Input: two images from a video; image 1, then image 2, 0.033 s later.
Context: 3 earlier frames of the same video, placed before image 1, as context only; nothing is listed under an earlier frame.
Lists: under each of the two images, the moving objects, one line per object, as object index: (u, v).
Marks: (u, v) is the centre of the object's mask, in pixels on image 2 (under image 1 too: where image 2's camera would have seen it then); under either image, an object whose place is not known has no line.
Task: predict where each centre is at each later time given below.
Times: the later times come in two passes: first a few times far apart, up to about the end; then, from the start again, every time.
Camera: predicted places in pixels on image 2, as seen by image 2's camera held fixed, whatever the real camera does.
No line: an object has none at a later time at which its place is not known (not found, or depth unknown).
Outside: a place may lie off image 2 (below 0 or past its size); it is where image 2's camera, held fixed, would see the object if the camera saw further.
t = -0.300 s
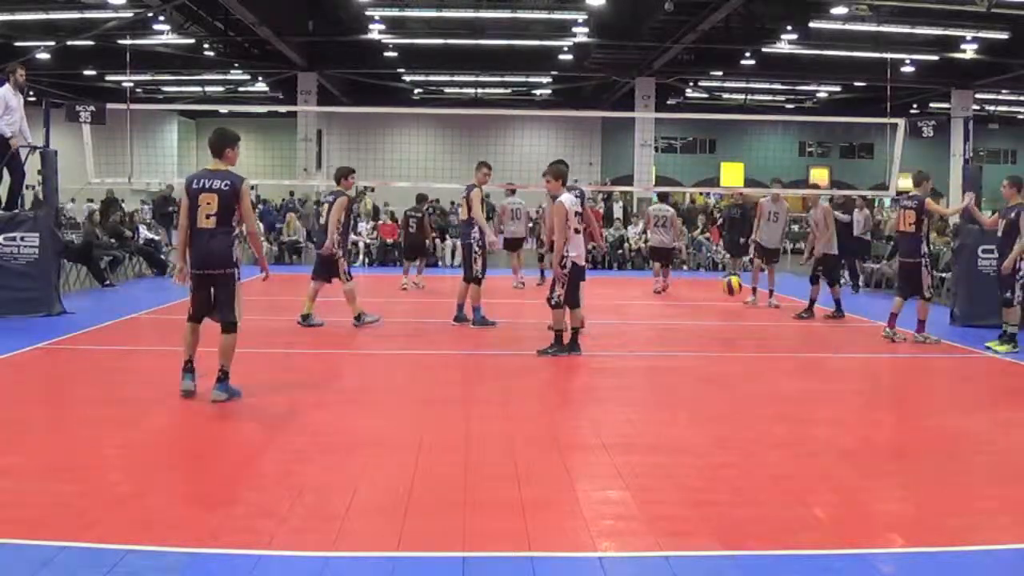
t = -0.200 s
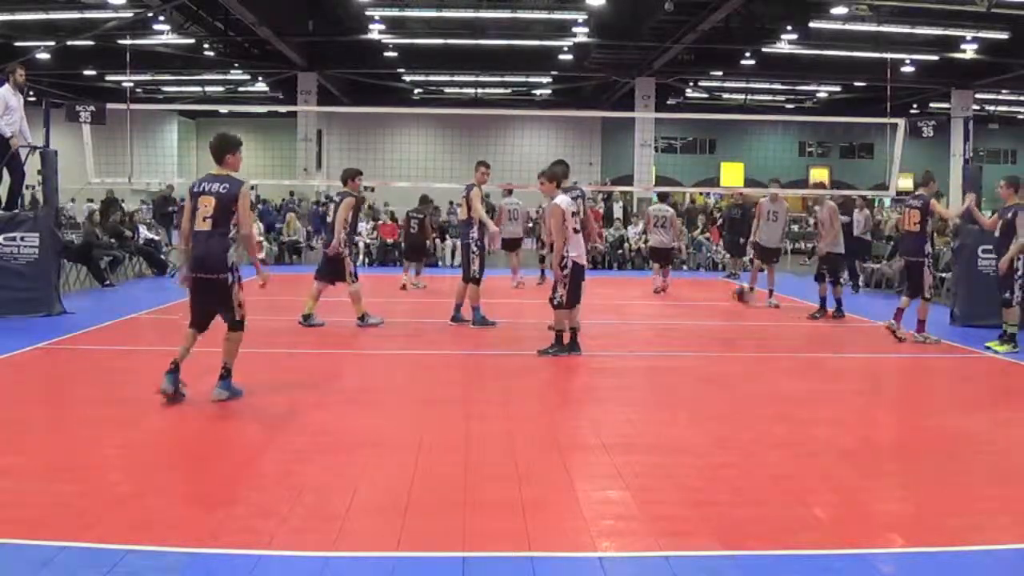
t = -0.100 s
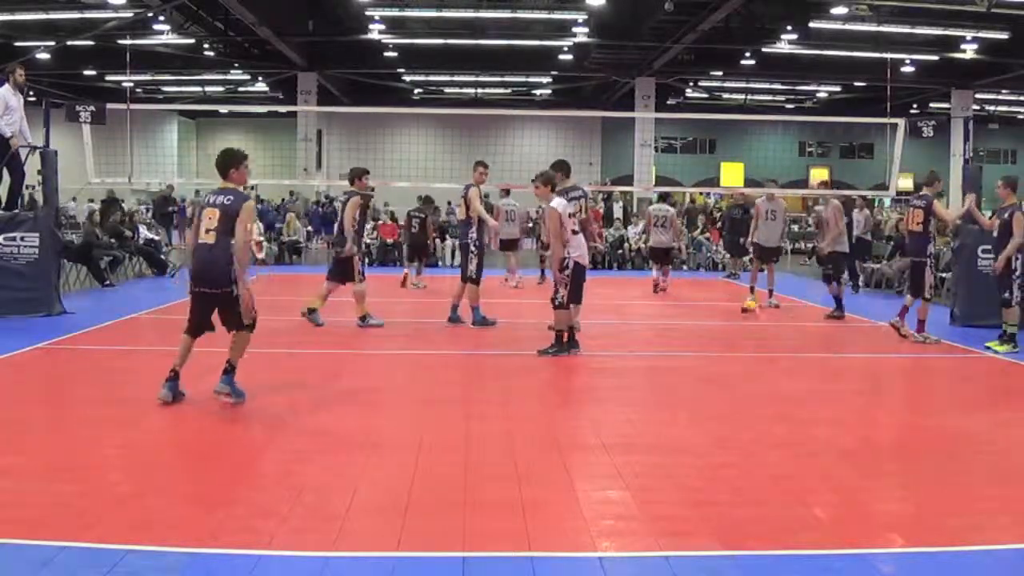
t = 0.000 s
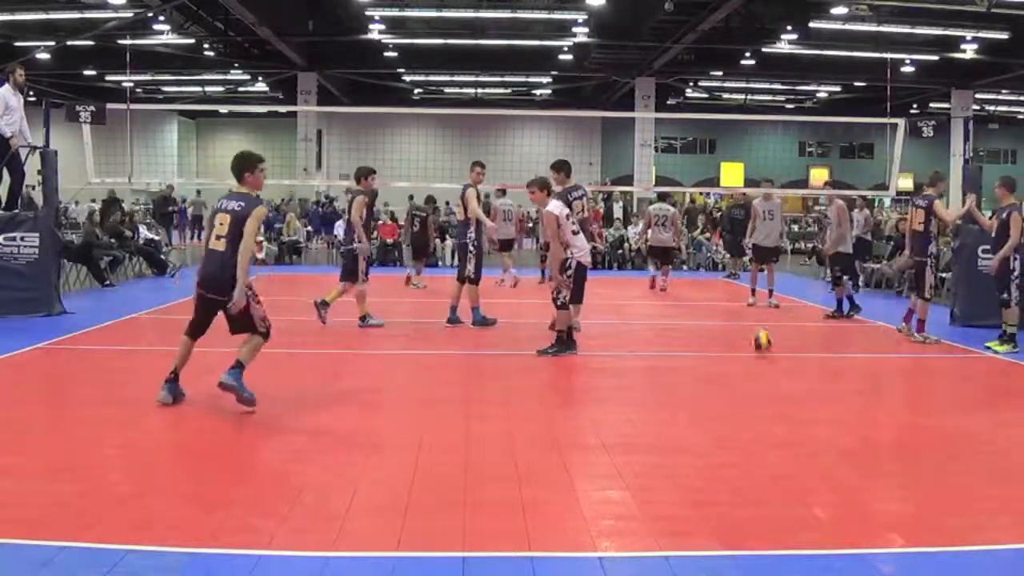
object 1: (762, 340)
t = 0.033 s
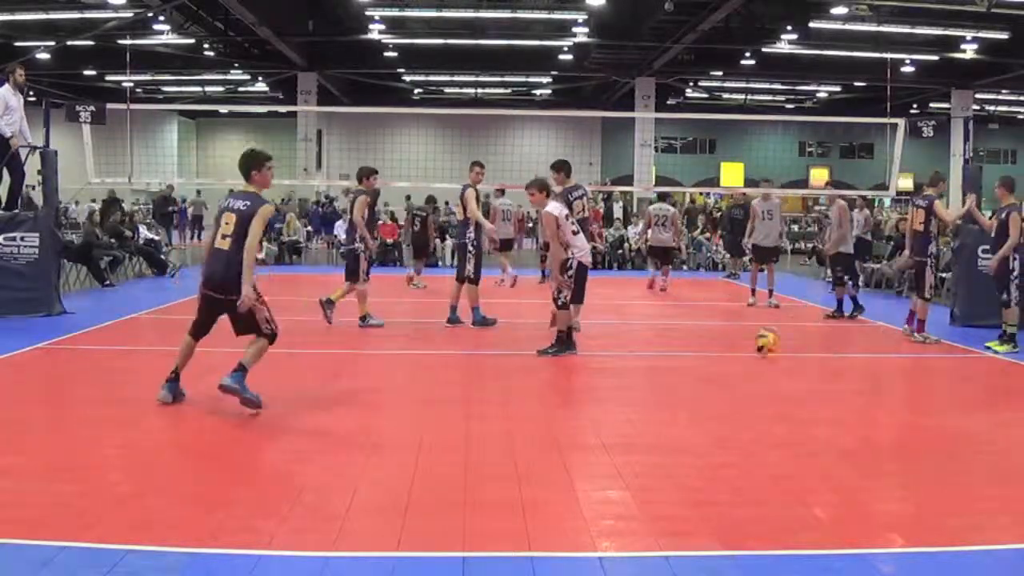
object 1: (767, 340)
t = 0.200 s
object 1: (782, 323)
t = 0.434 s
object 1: (813, 352)
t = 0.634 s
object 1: (844, 361)
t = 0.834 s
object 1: (878, 385)
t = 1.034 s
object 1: (917, 399)
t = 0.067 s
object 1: (768, 336)
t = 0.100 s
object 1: (772, 331)
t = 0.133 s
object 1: (777, 327)
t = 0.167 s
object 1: (779, 324)
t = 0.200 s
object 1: (782, 323)
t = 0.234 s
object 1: (788, 323)
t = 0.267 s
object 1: (791, 324)
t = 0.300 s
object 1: (797, 327)
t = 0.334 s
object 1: (801, 332)
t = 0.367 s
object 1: (803, 336)
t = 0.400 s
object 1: (809, 346)
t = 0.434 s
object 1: (813, 352)
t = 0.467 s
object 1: (818, 364)
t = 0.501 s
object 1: (822, 376)
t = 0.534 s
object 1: (825, 370)
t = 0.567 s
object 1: (832, 365)
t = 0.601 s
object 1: (837, 362)
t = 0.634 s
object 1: (844, 361)
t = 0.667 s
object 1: (850, 360)
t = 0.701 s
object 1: (852, 361)
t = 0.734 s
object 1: (859, 365)
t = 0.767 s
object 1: (864, 369)
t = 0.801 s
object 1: (871, 377)
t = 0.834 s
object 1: (878, 385)
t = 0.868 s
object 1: (882, 396)
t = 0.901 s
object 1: (888, 408)
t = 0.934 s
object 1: (895, 408)
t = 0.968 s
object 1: (902, 404)
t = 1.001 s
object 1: (909, 401)
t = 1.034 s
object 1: (917, 399)
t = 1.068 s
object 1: (925, 400)
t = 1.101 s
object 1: (931, 402)
